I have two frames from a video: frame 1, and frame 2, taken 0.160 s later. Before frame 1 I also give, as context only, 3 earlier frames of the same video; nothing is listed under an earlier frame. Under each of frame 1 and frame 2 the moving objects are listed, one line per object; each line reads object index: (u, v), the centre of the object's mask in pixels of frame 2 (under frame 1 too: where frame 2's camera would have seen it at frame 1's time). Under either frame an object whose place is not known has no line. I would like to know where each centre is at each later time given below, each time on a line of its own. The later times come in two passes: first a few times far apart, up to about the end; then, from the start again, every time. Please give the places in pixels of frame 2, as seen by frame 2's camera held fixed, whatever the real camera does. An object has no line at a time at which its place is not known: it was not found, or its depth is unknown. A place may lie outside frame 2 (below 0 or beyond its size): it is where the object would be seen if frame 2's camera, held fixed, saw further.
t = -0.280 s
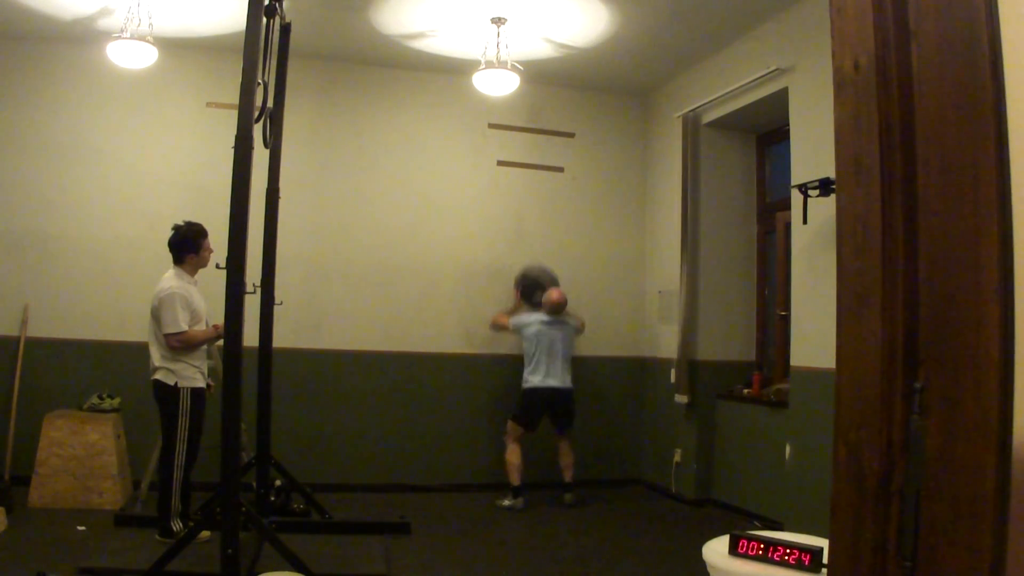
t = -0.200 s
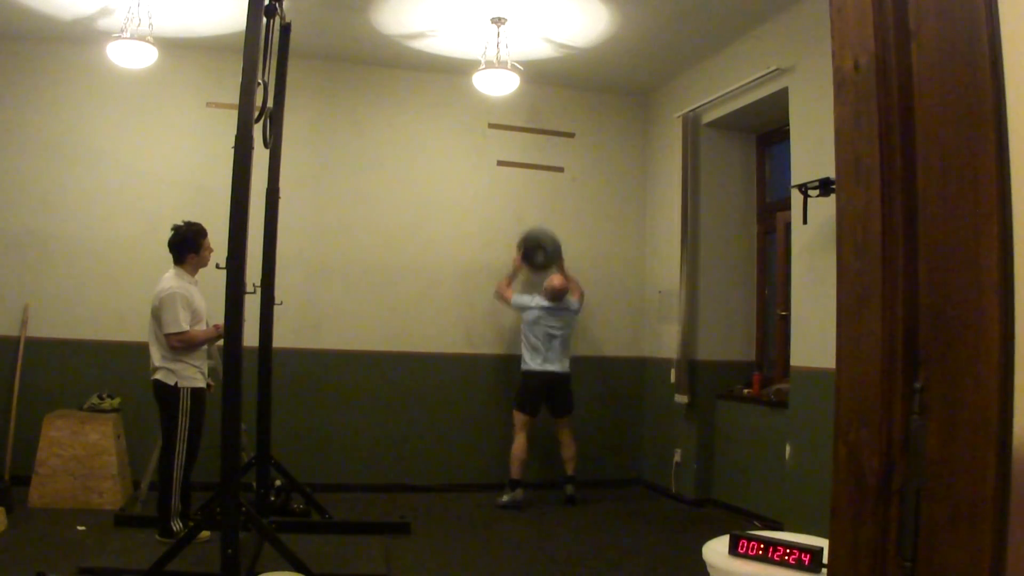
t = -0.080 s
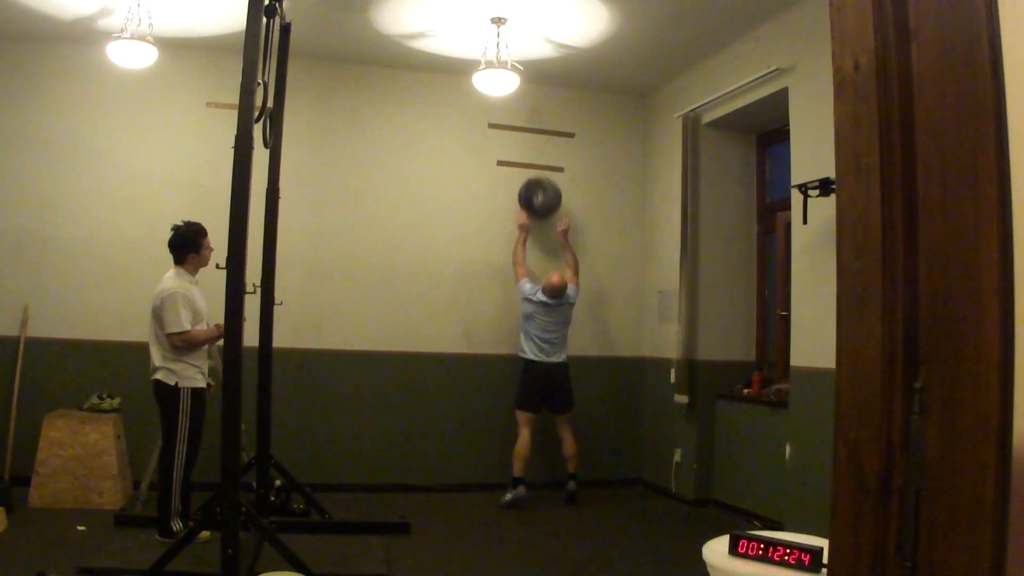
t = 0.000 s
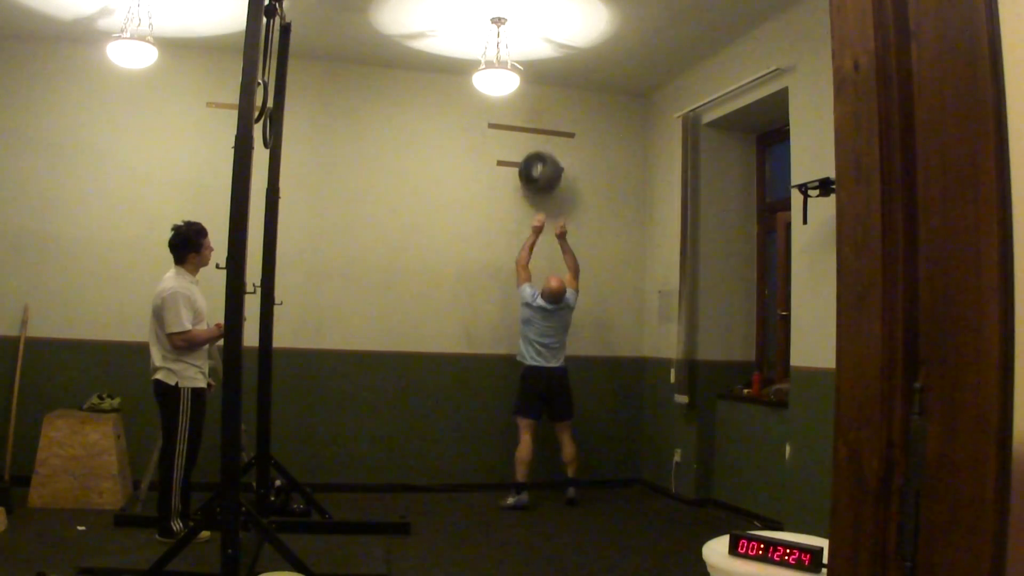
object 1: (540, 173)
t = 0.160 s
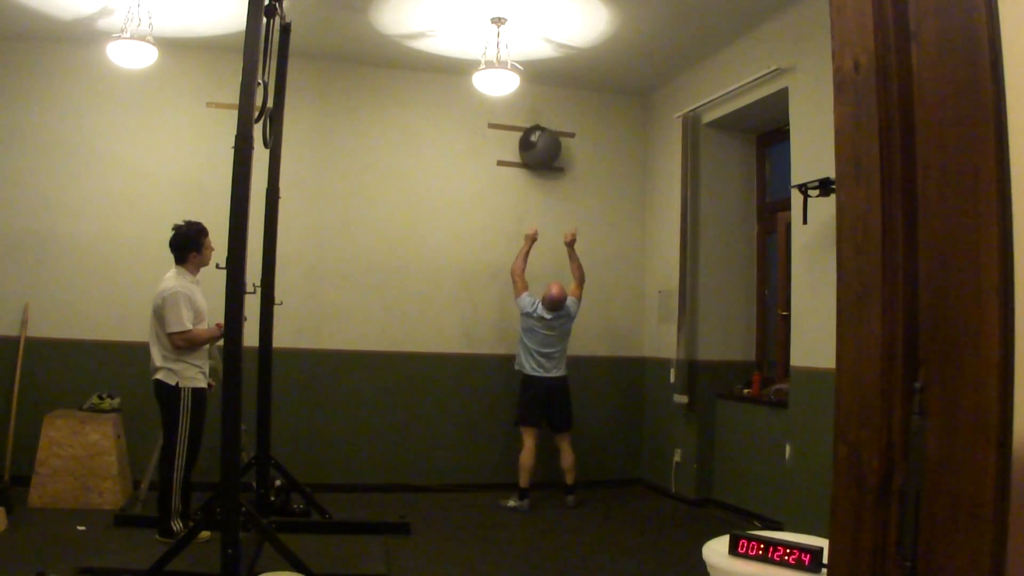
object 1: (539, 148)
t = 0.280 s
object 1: (540, 146)
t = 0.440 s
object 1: (541, 166)
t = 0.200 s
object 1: (539, 146)
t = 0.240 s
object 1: (540, 145)
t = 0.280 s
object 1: (540, 146)
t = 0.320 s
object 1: (540, 147)
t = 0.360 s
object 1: (541, 150)
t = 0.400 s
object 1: (541, 158)
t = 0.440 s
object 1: (541, 166)
